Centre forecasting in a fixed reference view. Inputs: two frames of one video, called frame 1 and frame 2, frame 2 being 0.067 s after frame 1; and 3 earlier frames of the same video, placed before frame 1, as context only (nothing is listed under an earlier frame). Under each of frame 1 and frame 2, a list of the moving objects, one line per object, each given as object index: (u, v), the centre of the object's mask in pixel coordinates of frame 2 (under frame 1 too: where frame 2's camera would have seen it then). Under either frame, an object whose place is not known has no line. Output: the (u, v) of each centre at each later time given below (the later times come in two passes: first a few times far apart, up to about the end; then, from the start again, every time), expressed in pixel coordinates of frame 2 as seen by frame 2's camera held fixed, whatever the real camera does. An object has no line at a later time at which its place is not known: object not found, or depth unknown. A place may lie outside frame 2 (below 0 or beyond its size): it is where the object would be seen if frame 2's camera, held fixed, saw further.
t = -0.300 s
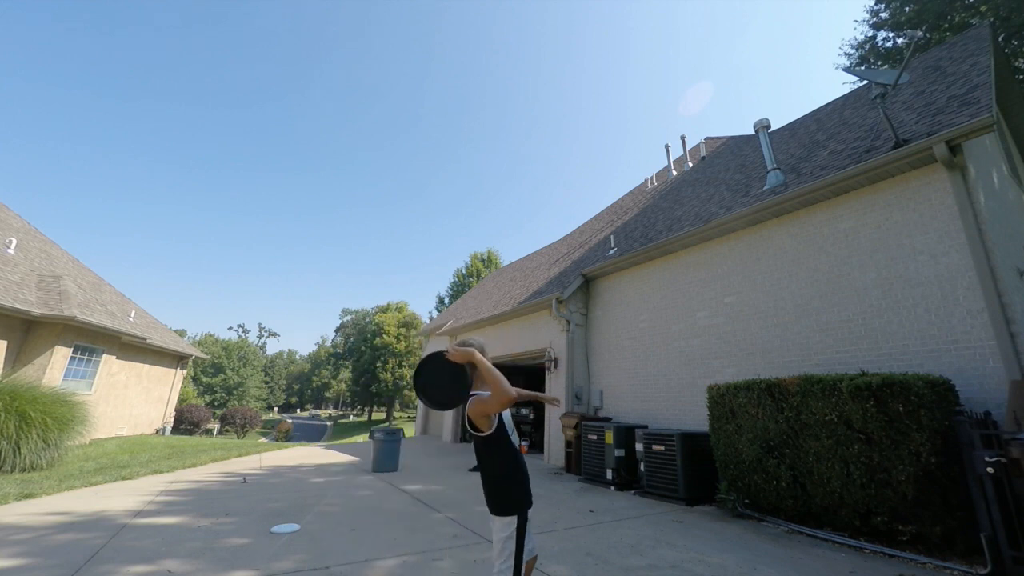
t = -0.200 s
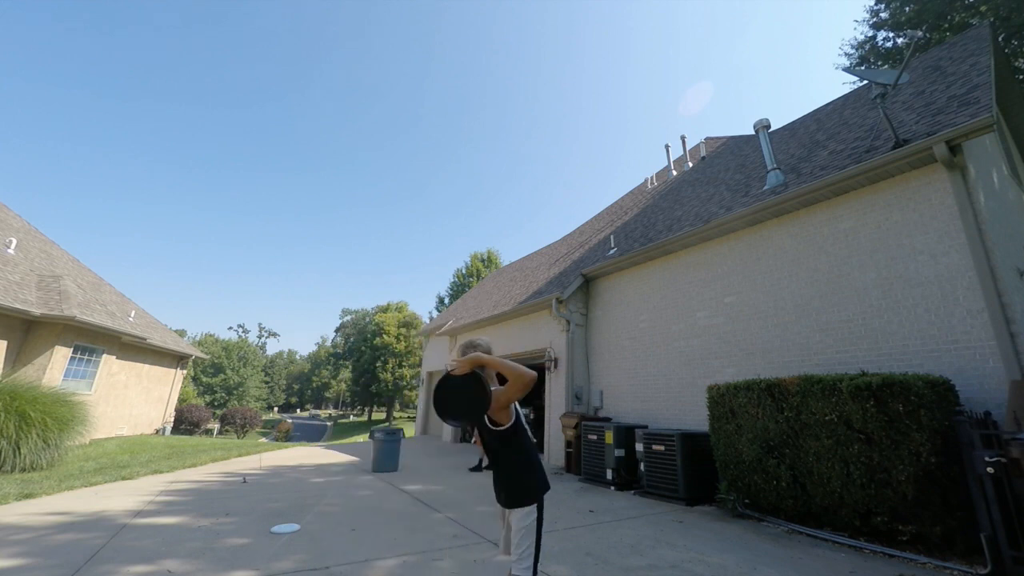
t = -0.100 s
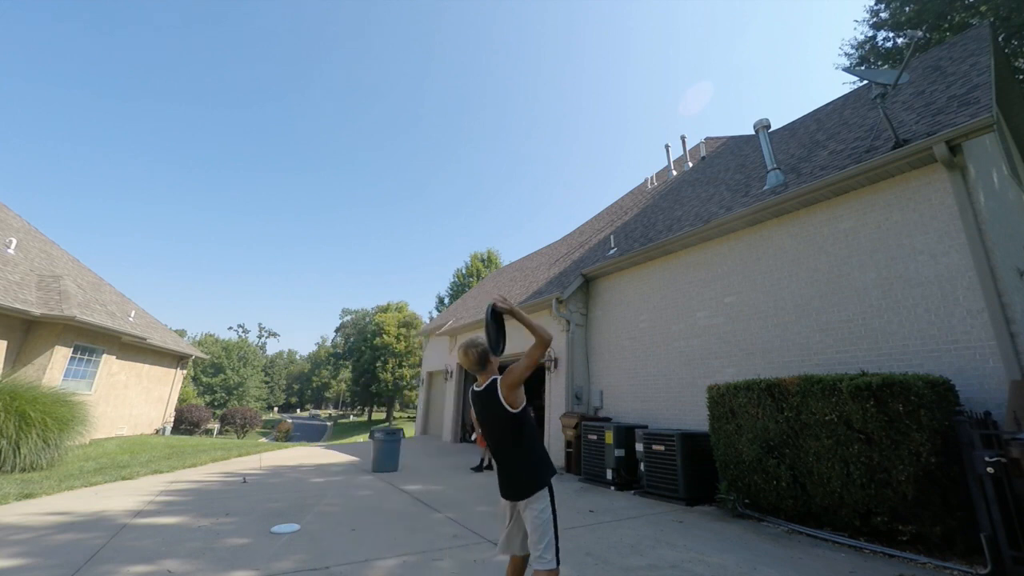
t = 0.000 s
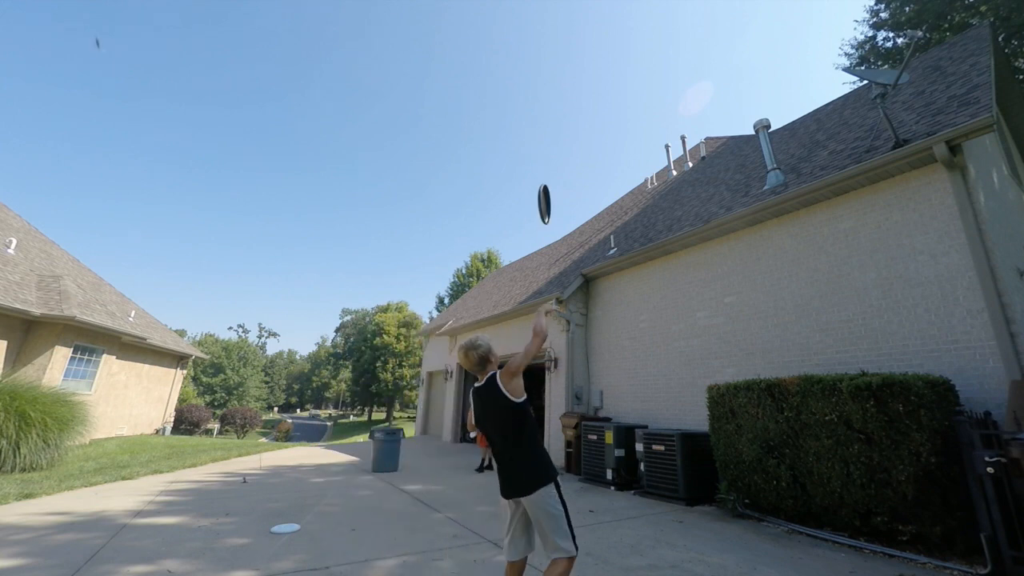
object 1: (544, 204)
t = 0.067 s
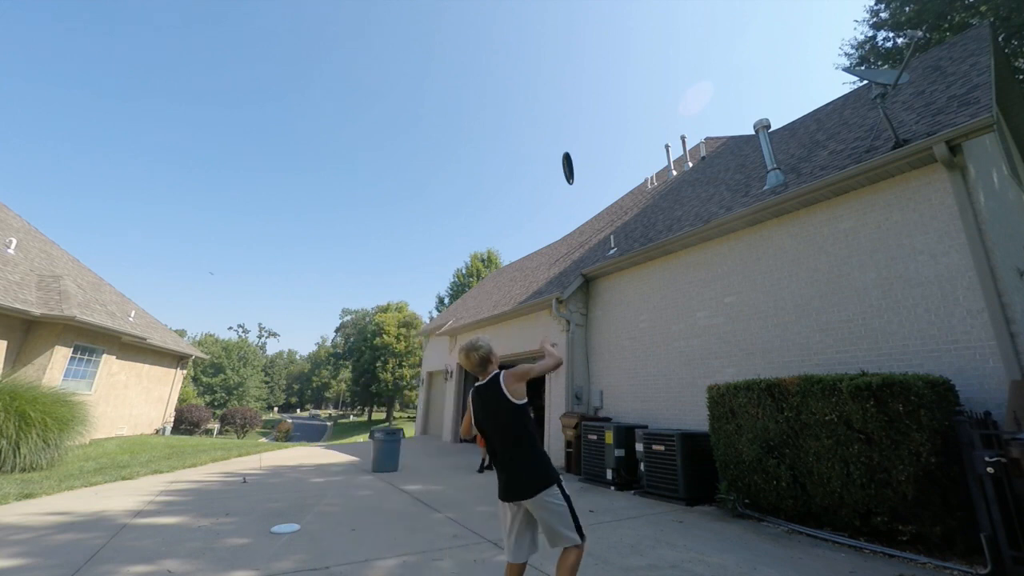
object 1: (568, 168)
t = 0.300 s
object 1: (612, 129)
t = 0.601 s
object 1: (639, 141)
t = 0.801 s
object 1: (650, 164)
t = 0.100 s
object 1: (577, 157)
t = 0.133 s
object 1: (585, 148)
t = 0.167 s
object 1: (591, 141)
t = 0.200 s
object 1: (597, 136)
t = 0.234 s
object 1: (603, 132)
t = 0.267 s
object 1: (607, 130)
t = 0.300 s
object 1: (612, 129)
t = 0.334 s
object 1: (616, 128)
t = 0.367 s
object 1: (620, 128)
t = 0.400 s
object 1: (623, 129)
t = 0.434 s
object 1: (626, 129)
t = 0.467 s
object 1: (629, 132)
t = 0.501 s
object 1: (631, 133)
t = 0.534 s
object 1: (634, 136)
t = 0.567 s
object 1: (636, 138)
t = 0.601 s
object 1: (639, 141)
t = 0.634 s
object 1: (641, 144)
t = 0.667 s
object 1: (643, 148)
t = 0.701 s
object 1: (645, 151)
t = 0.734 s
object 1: (647, 155)
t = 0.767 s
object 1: (649, 160)
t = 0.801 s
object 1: (650, 164)
